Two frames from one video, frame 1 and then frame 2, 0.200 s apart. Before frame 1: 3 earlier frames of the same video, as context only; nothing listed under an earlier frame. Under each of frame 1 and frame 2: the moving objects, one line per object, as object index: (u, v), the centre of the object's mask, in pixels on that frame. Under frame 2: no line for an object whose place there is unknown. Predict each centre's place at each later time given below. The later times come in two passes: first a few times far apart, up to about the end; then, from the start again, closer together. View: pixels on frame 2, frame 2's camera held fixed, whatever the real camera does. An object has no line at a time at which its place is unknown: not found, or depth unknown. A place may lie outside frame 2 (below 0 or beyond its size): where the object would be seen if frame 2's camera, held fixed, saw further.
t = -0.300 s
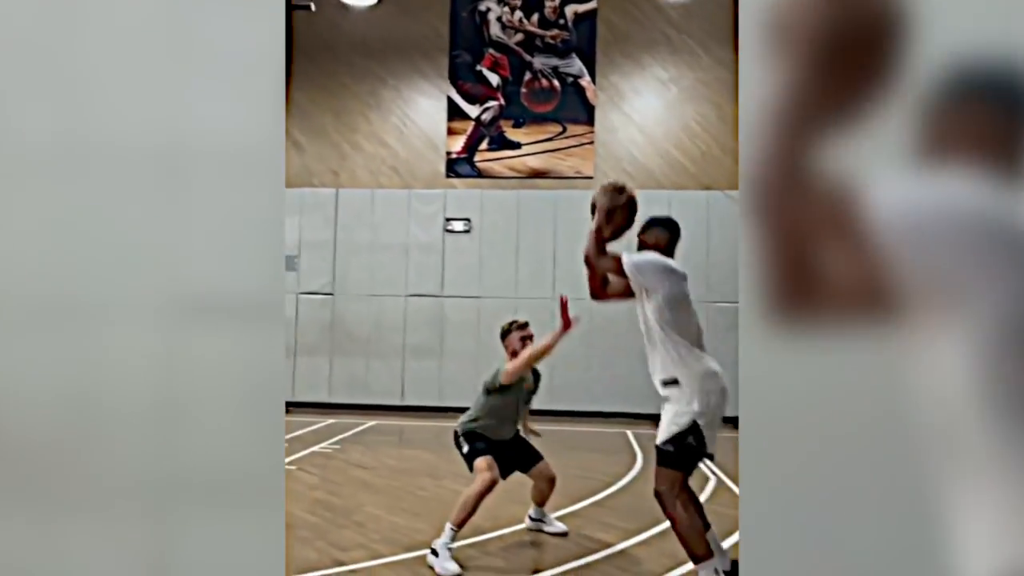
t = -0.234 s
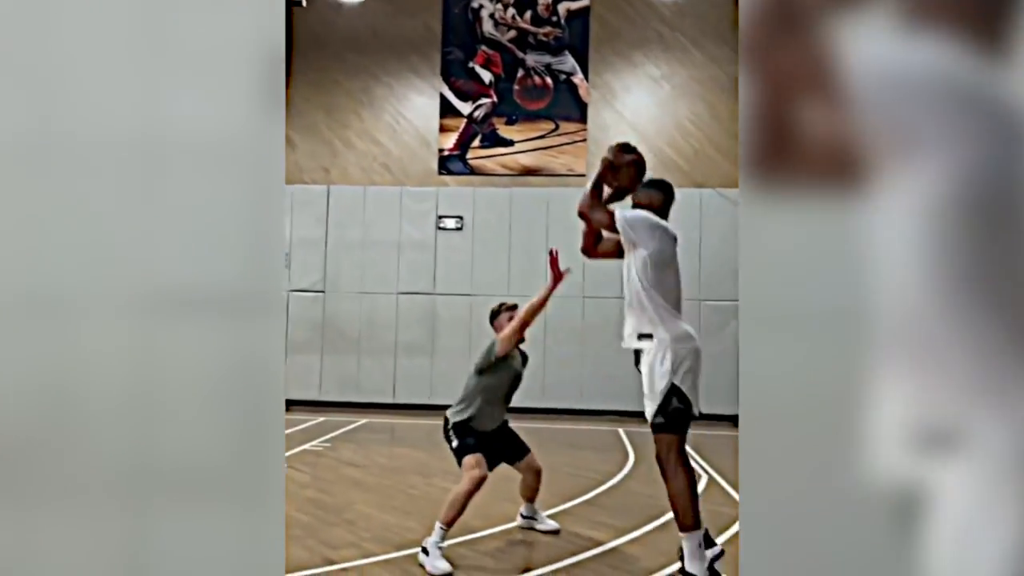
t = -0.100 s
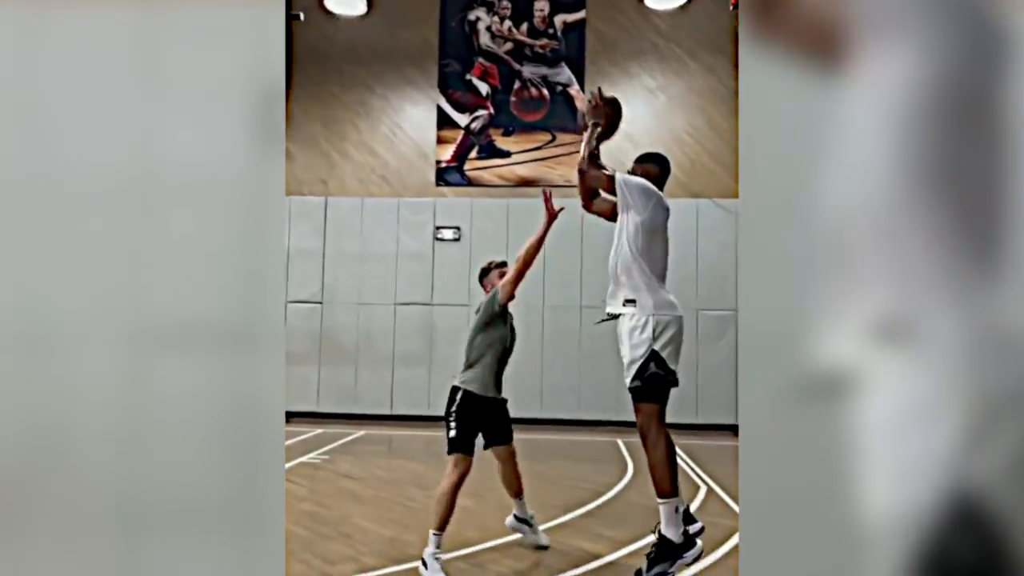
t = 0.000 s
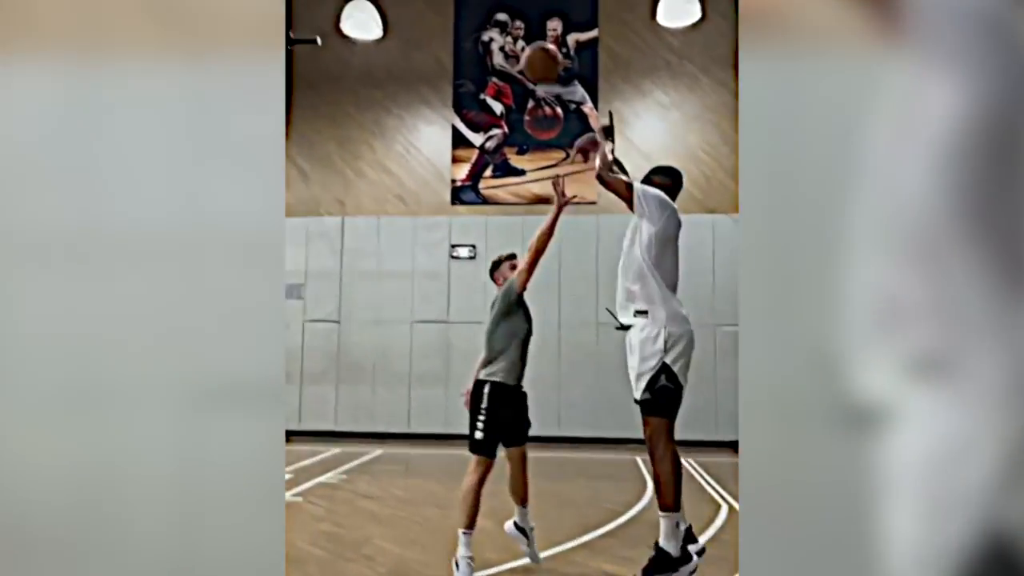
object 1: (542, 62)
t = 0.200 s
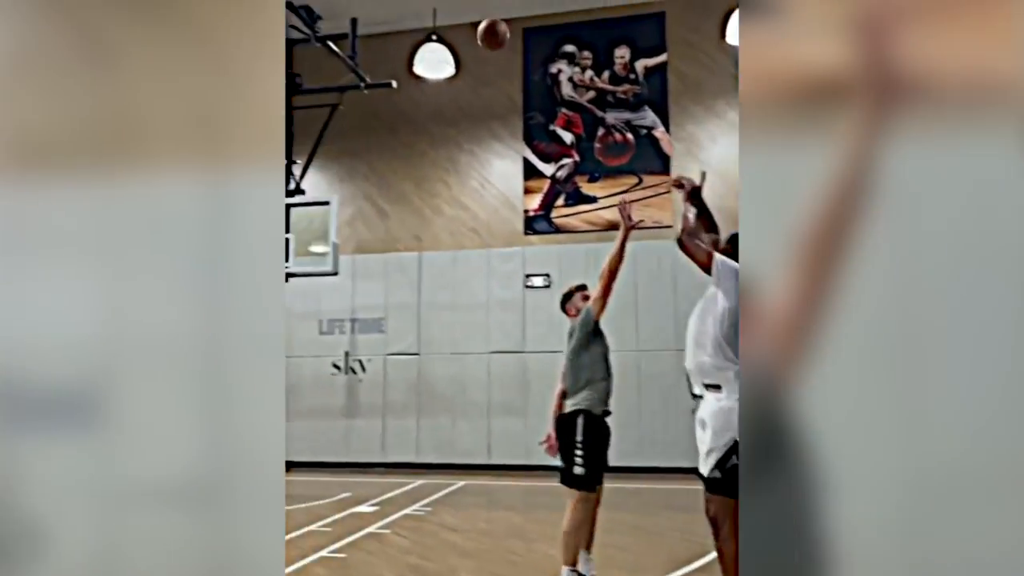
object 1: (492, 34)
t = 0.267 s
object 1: (464, 30)
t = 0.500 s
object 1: (385, 48)
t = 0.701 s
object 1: (336, 97)
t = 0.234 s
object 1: (478, 32)
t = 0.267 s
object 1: (464, 30)
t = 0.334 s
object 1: (439, 30)
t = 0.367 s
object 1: (427, 32)
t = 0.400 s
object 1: (414, 33)
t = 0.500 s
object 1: (385, 48)
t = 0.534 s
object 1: (376, 53)
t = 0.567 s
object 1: (368, 61)
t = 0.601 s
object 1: (360, 69)
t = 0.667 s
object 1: (343, 87)
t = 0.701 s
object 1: (336, 97)
